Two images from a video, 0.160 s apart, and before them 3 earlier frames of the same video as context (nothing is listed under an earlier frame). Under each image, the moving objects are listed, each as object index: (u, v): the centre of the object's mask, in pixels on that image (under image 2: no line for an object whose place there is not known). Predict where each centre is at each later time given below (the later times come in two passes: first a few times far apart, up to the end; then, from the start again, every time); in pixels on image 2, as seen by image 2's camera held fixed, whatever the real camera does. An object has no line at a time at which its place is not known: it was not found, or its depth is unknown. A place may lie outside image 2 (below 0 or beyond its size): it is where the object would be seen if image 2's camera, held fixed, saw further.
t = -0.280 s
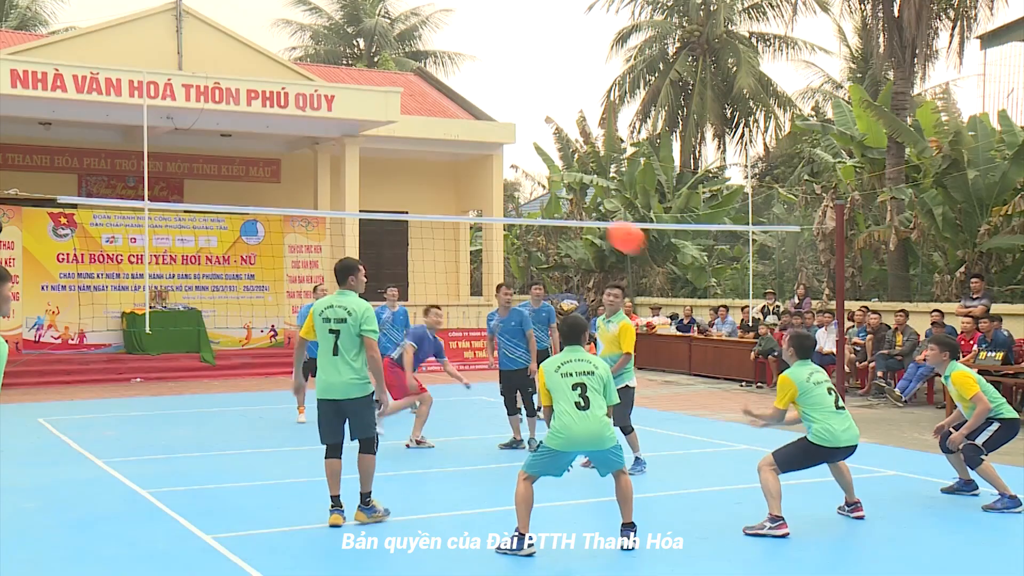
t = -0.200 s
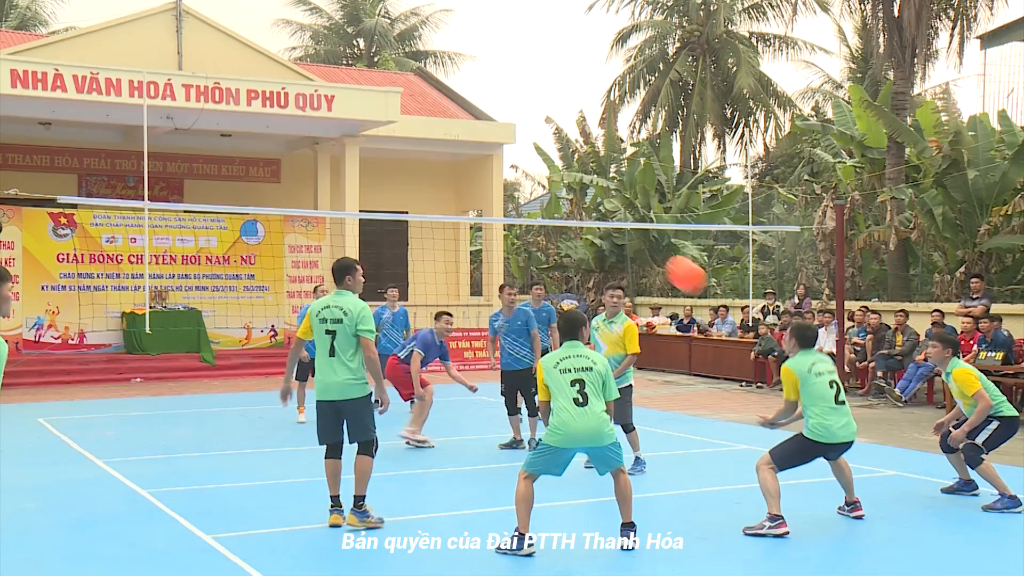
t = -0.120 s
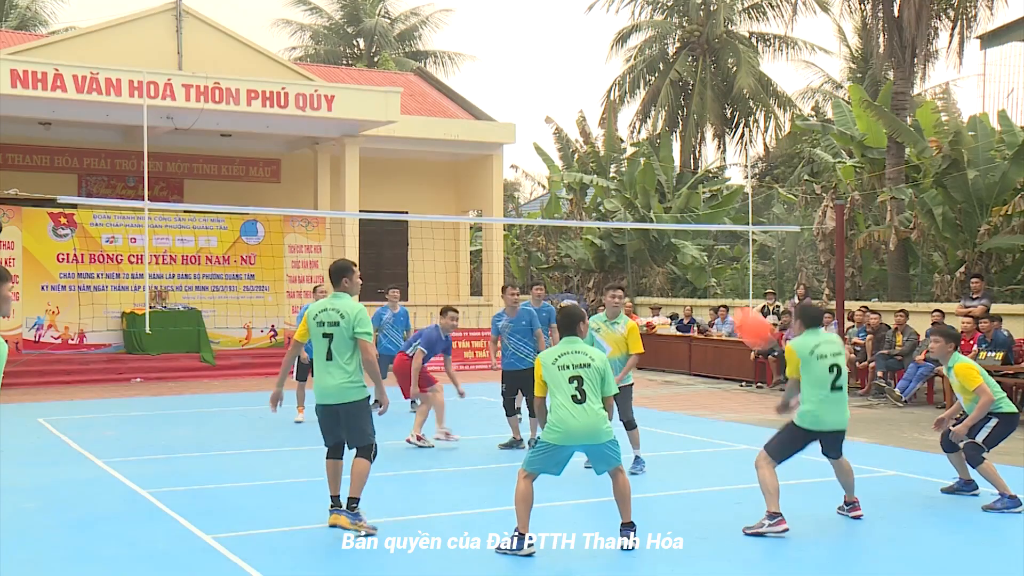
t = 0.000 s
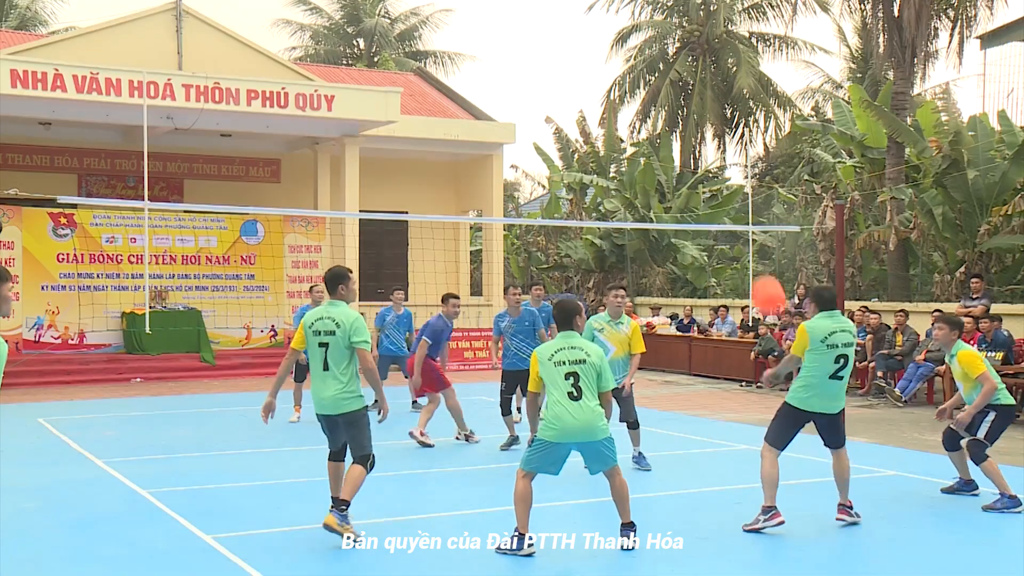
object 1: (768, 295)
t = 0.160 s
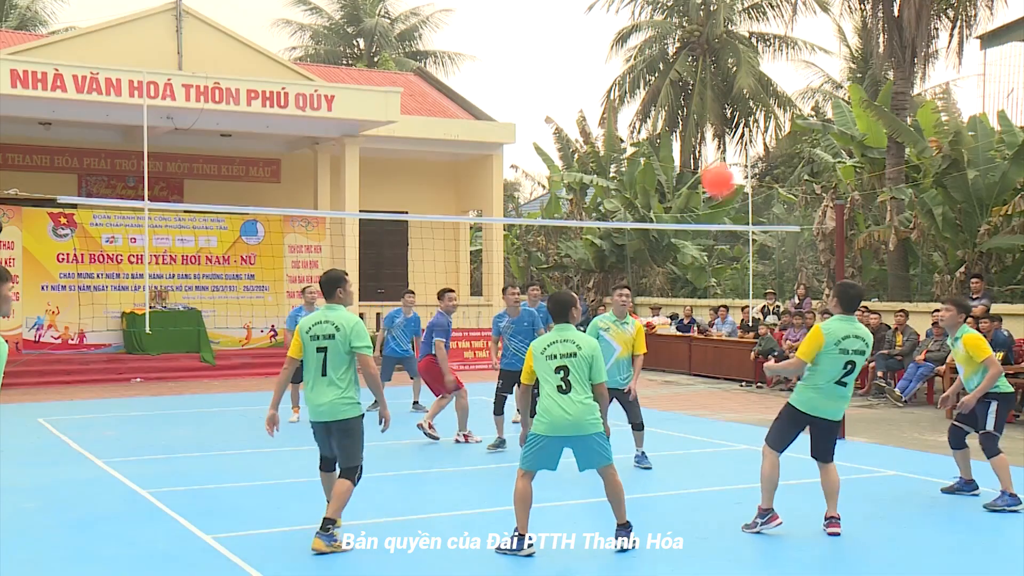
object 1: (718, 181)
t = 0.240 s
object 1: (693, 136)
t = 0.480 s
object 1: (627, 65)
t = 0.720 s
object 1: (565, 70)
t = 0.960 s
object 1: (509, 142)
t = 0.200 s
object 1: (706, 158)
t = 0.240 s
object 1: (693, 136)
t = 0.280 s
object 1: (682, 119)
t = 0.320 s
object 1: (670, 104)
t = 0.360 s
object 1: (659, 91)
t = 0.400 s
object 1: (648, 80)
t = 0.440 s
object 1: (638, 72)
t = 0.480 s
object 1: (627, 65)
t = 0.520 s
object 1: (616, 61)
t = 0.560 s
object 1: (605, 59)
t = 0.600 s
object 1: (594, 59)
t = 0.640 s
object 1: (584, 60)
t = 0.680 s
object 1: (574, 64)
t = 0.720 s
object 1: (565, 70)
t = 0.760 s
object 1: (555, 78)
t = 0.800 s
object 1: (546, 87)
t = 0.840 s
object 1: (537, 98)
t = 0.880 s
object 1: (527, 111)
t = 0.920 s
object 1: (518, 126)
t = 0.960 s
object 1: (509, 142)
